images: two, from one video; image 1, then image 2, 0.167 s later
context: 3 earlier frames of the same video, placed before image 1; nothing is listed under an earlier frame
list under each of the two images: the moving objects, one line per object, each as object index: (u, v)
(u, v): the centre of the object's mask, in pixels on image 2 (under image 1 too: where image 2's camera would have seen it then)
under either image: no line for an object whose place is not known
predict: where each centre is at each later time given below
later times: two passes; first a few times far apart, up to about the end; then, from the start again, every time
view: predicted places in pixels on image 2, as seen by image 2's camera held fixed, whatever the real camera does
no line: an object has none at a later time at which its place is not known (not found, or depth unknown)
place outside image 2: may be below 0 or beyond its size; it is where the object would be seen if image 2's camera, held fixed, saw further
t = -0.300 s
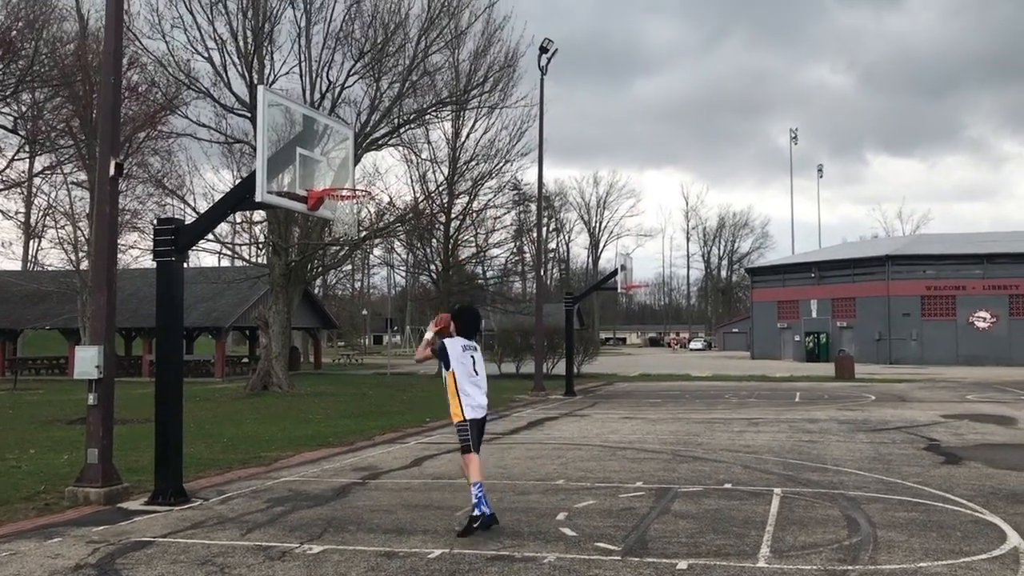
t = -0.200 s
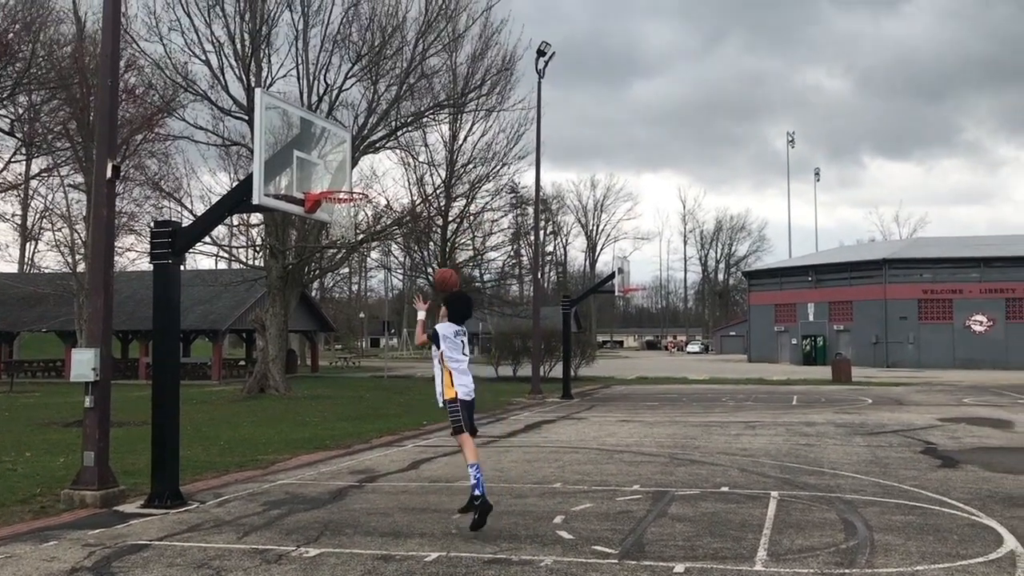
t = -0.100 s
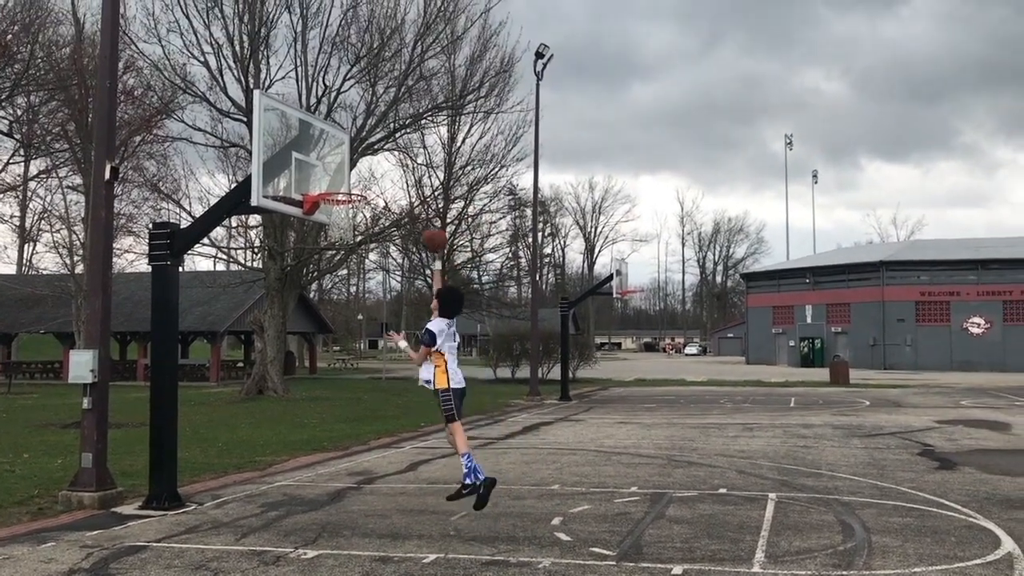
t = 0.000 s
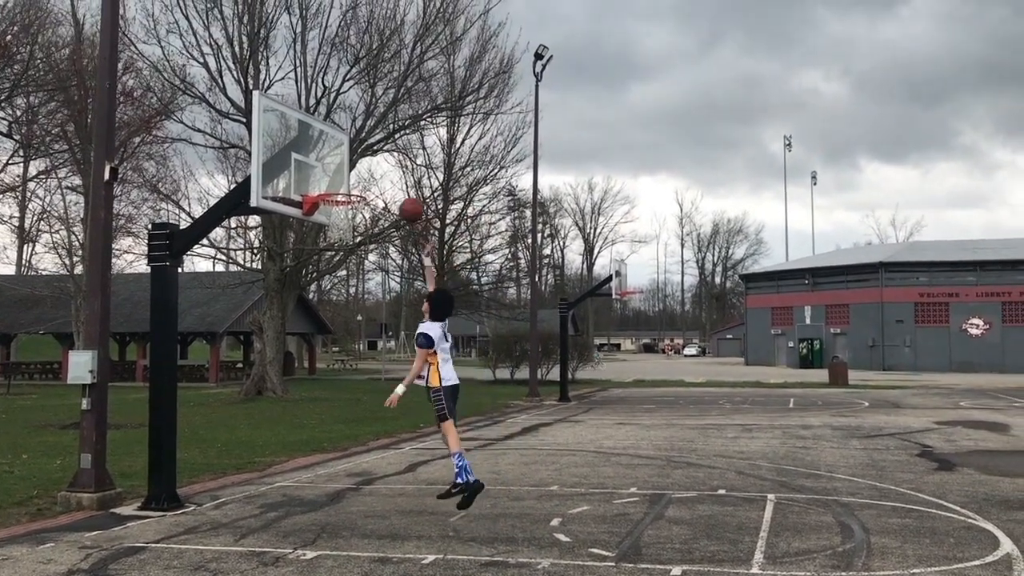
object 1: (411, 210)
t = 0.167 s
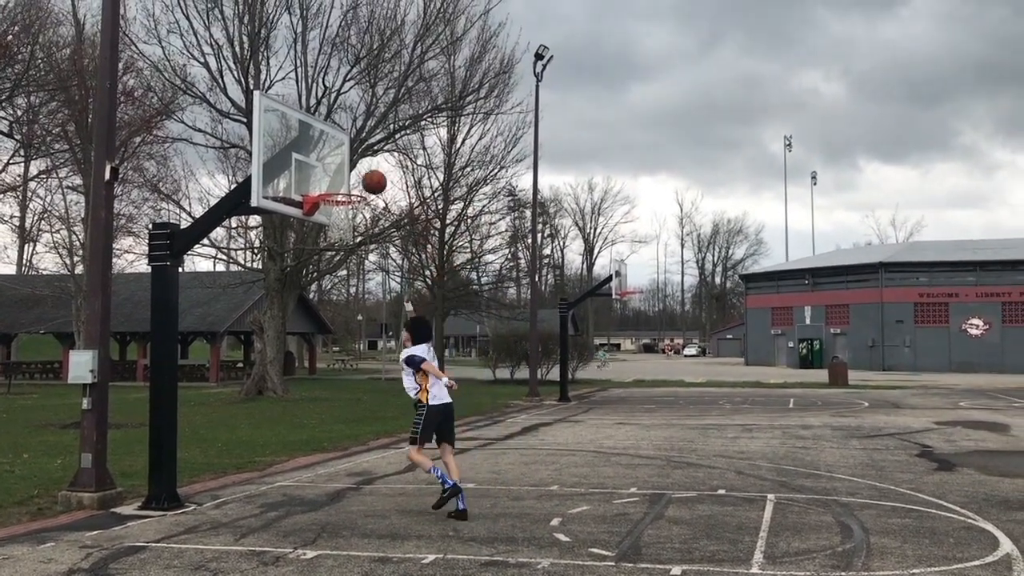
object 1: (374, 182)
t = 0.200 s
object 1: (367, 180)
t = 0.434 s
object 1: (329, 180)
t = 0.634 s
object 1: (312, 184)
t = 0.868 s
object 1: (303, 191)
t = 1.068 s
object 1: (298, 231)
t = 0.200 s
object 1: (367, 180)
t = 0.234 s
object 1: (359, 179)
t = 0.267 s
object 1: (352, 179)
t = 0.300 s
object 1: (344, 180)
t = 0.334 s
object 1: (339, 181)
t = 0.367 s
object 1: (336, 179)
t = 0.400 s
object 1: (332, 179)
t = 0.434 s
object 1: (329, 180)
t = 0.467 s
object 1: (326, 181)
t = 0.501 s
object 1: (323, 181)
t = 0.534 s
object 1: (321, 181)
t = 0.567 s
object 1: (318, 182)
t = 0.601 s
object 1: (315, 182)
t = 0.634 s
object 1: (312, 184)
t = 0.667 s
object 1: (308, 185)
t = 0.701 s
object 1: (306, 188)
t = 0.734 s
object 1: (306, 188)
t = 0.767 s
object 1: (305, 188)
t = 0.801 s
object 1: (304, 188)
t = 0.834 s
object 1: (303, 189)
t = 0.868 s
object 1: (303, 191)
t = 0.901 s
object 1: (301, 196)
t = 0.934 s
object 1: (300, 201)
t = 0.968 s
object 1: (299, 206)
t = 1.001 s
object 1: (298, 214)
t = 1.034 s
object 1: (297, 223)
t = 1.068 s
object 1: (298, 231)
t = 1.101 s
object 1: (296, 242)
